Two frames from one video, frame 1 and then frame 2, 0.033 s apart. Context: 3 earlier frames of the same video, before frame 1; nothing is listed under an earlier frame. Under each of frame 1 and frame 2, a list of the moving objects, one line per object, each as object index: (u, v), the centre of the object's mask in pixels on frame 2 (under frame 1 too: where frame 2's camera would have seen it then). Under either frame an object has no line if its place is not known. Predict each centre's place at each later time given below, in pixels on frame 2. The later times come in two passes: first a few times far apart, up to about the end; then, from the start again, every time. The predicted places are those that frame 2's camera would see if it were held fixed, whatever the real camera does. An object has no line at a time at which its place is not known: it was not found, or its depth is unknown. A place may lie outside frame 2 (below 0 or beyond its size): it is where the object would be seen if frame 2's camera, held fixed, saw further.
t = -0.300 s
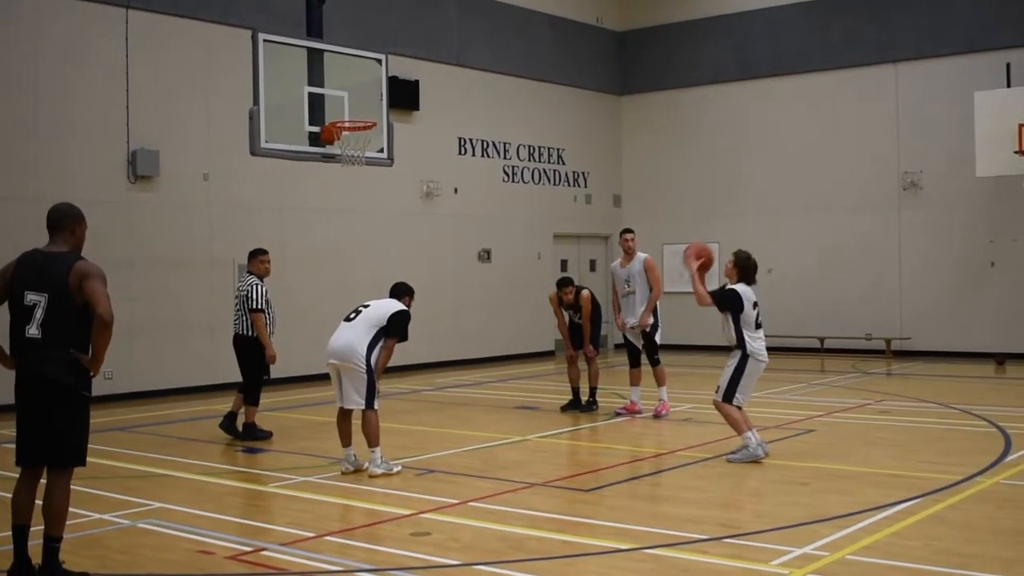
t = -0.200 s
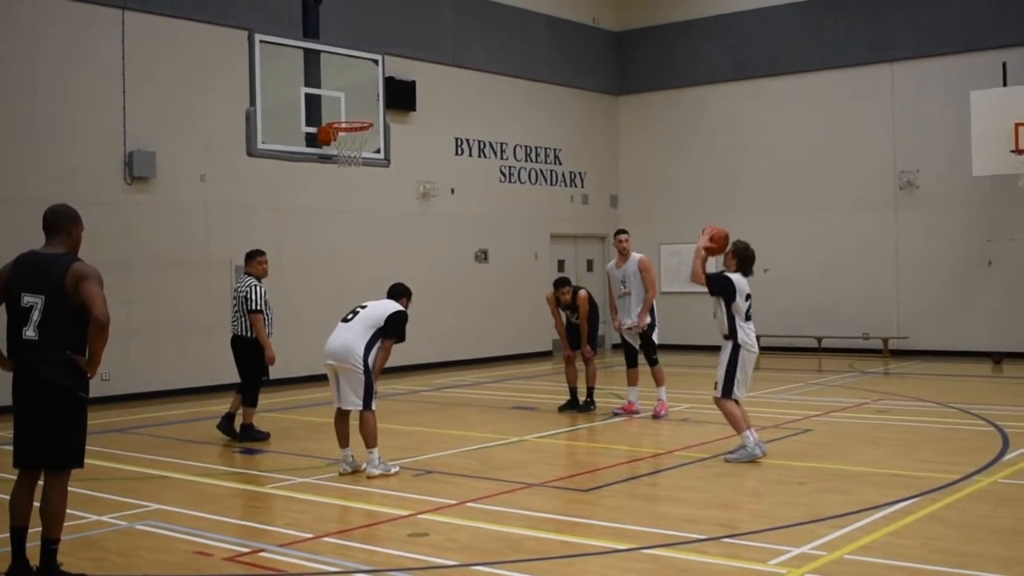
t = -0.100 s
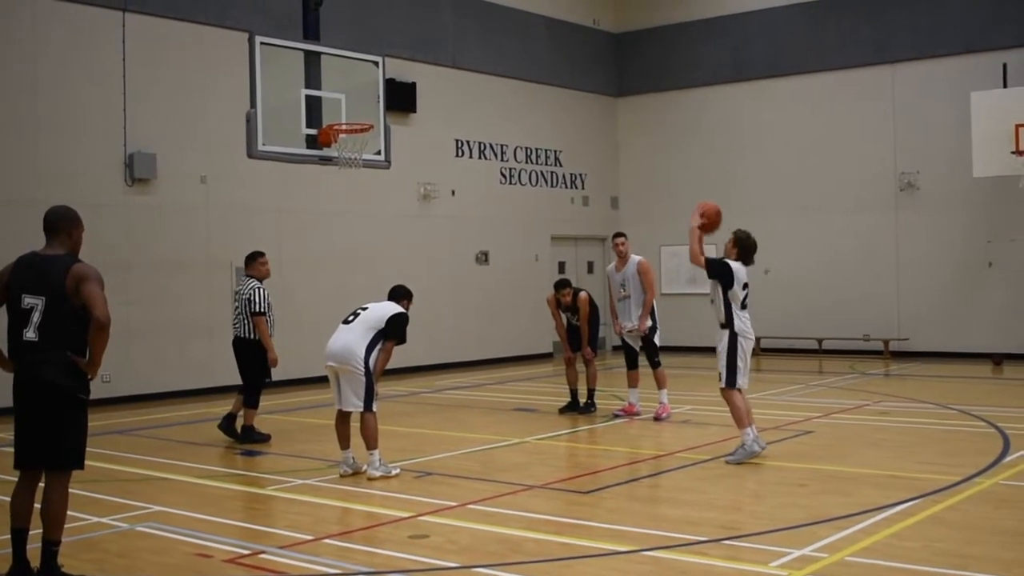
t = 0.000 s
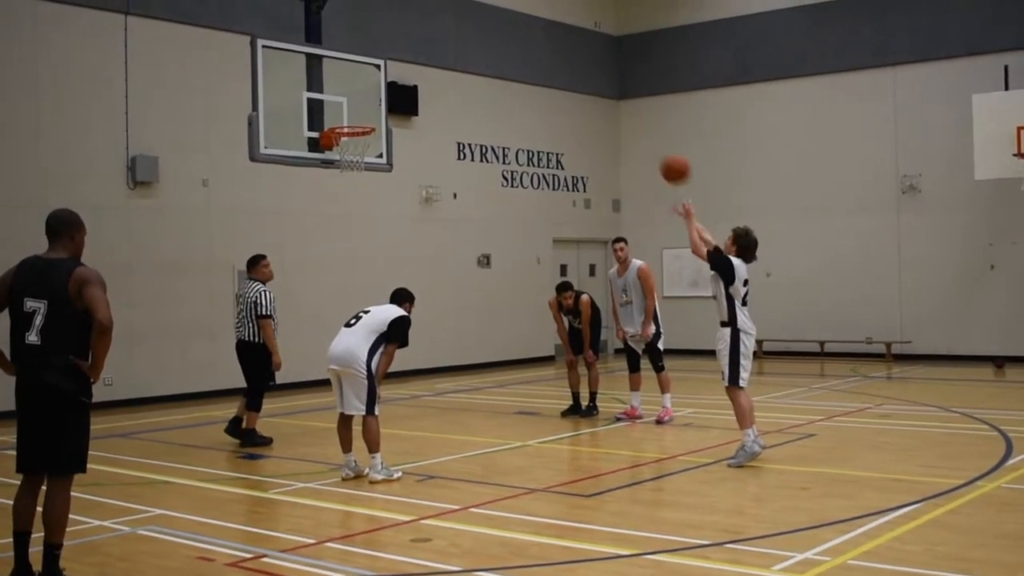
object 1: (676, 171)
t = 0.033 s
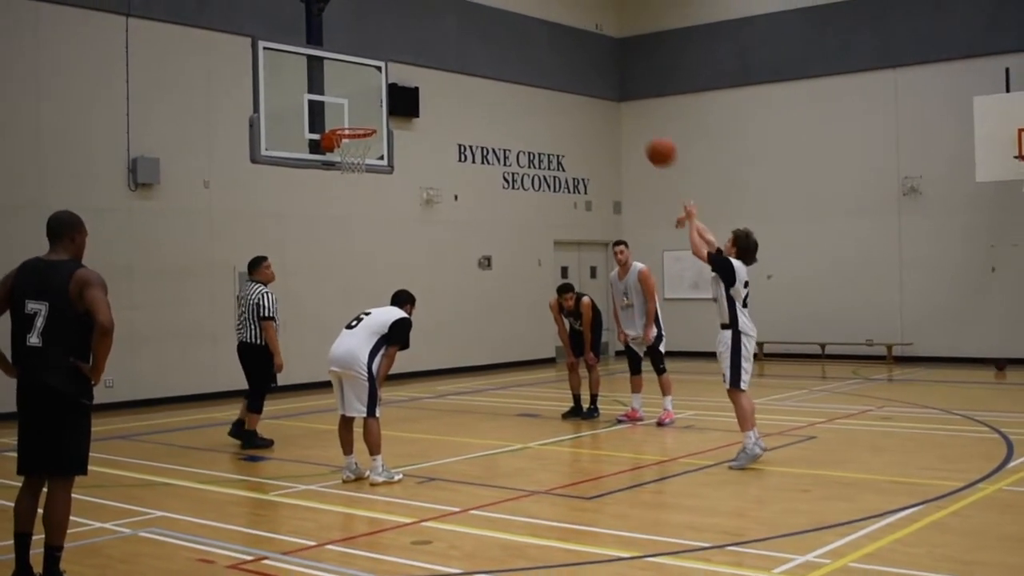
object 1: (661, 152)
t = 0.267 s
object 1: (565, 61)
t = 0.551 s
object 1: (463, 39)
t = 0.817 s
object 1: (382, 92)
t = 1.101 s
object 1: (347, 167)
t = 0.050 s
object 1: (653, 143)
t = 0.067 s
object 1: (646, 135)
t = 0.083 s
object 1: (639, 127)
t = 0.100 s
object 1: (632, 119)
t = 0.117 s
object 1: (624, 111)
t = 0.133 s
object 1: (617, 104)
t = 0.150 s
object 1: (610, 97)
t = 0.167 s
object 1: (604, 91)
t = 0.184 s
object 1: (597, 85)
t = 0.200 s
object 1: (590, 79)
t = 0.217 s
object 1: (584, 74)
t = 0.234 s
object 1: (577, 69)
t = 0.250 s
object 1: (571, 65)
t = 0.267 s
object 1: (565, 61)
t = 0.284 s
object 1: (558, 57)
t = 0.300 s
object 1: (551, 54)
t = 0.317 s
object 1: (545, 50)
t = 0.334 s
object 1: (539, 48)
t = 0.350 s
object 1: (533, 45)
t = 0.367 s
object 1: (527, 43)
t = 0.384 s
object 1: (521, 41)
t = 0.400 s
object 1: (515, 40)
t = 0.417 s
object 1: (509, 39)
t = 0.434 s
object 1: (503, 38)
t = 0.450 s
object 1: (497, 37)
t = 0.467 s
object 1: (492, 37)
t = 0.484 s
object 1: (486, 36)
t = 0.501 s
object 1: (480, 37)
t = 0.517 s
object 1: (474, 37)
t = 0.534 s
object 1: (469, 38)
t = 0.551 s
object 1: (463, 39)
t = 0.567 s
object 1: (457, 40)
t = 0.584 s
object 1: (452, 42)
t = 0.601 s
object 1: (447, 44)
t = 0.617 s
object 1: (442, 46)
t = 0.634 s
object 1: (437, 48)
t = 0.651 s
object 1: (432, 51)
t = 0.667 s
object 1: (426, 54)
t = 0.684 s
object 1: (421, 57)
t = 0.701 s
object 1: (416, 61)
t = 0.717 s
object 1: (411, 65)
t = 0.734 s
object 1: (406, 69)
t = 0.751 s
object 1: (402, 73)
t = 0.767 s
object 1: (398, 78)
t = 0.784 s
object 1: (393, 82)
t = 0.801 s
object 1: (387, 87)
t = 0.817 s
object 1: (382, 92)
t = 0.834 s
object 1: (377, 98)
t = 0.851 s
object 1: (373, 103)
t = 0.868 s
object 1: (369, 109)
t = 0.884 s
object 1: (364, 115)
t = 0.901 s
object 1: (360, 119)
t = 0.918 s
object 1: (355, 126)
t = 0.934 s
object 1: (351, 134)
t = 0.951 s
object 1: (347, 143)
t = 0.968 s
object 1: (343, 147)
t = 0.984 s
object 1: (340, 152)
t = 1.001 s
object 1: (340, 154)
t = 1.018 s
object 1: (342, 155)
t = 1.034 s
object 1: (342, 158)
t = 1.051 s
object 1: (343, 159)
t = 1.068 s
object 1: (344, 162)
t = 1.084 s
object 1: (345, 164)
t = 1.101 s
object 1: (347, 167)
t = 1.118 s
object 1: (347, 170)
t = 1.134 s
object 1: (348, 173)
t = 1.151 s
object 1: (349, 176)
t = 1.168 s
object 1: (351, 179)
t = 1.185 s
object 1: (353, 183)
